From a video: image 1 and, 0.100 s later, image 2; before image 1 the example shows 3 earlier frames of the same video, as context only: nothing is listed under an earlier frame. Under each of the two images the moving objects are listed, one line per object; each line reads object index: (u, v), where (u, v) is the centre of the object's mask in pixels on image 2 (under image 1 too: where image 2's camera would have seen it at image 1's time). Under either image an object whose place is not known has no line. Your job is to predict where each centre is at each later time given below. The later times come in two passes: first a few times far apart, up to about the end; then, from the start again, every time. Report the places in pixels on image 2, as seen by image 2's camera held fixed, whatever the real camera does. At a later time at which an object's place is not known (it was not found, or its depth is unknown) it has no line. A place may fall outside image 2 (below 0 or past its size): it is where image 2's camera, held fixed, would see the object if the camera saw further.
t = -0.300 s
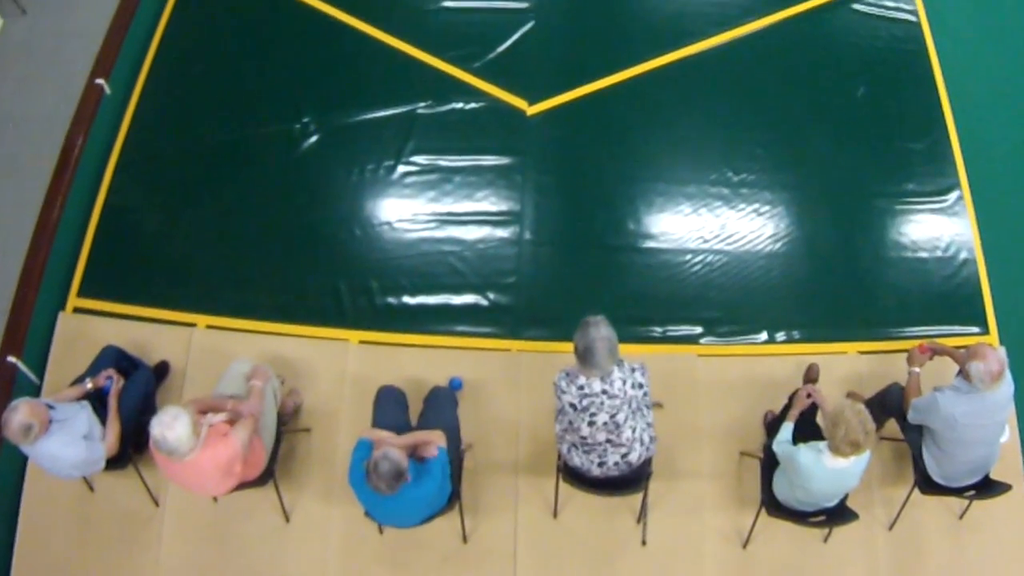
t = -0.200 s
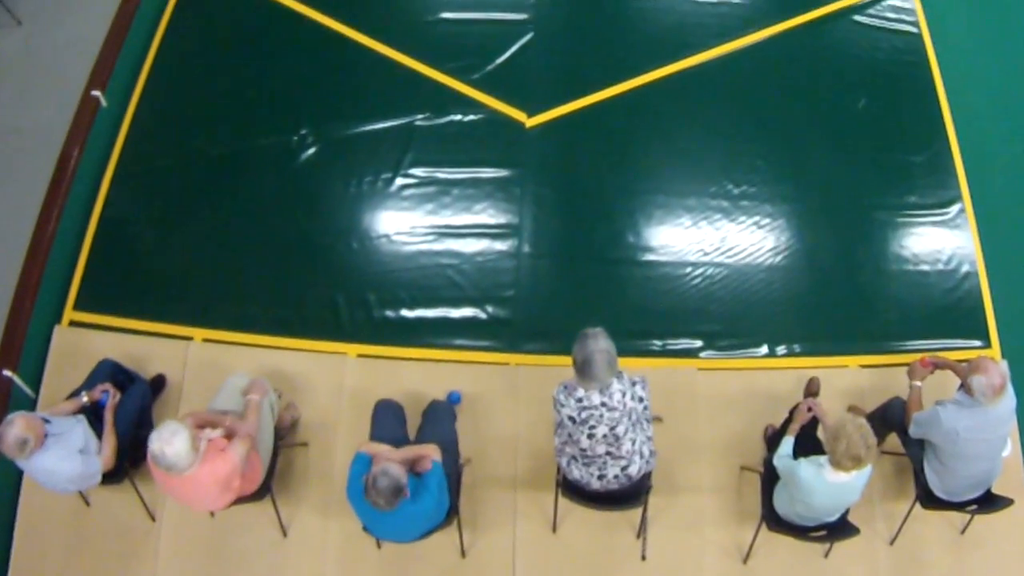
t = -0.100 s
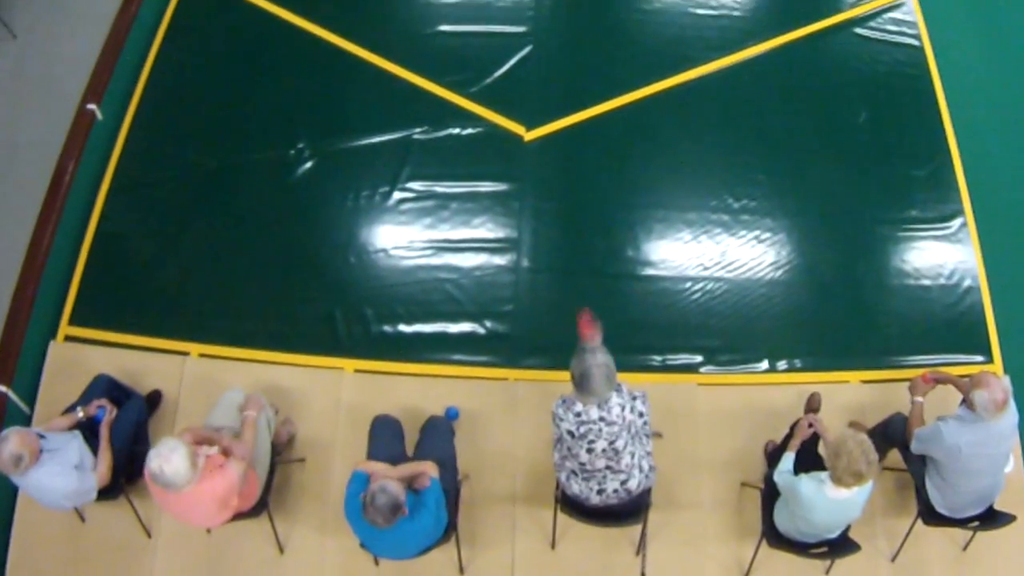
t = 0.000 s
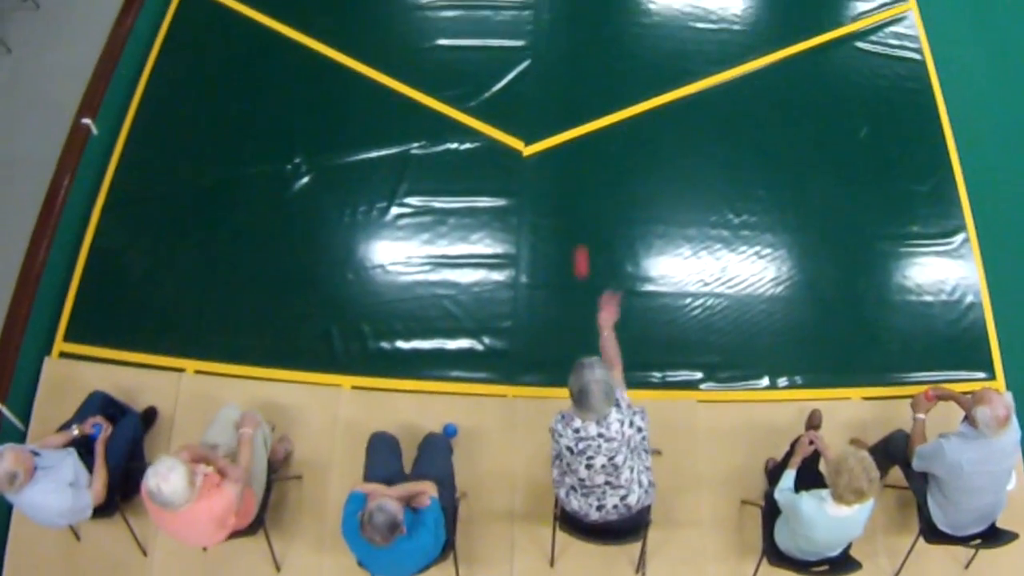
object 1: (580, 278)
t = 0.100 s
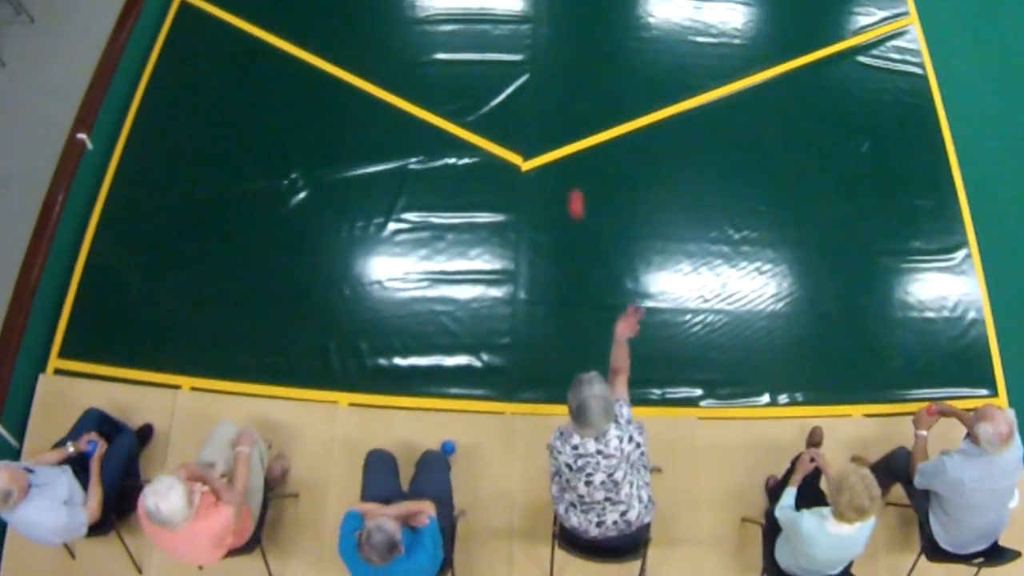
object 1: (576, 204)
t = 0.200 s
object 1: (572, 139)
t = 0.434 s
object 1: (564, 53)
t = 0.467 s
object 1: (563, 46)
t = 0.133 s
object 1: (575, 183)
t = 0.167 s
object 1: (574, 165)
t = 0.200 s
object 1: (572, 139)
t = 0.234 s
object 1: (571, 124)
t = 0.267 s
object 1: (570, 108)
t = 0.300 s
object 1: (569, 94)
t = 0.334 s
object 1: (568, 81)
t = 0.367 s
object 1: (567, 70)
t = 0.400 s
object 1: (565, 61)
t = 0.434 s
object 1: (564, 53)
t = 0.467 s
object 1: (563, 46)
